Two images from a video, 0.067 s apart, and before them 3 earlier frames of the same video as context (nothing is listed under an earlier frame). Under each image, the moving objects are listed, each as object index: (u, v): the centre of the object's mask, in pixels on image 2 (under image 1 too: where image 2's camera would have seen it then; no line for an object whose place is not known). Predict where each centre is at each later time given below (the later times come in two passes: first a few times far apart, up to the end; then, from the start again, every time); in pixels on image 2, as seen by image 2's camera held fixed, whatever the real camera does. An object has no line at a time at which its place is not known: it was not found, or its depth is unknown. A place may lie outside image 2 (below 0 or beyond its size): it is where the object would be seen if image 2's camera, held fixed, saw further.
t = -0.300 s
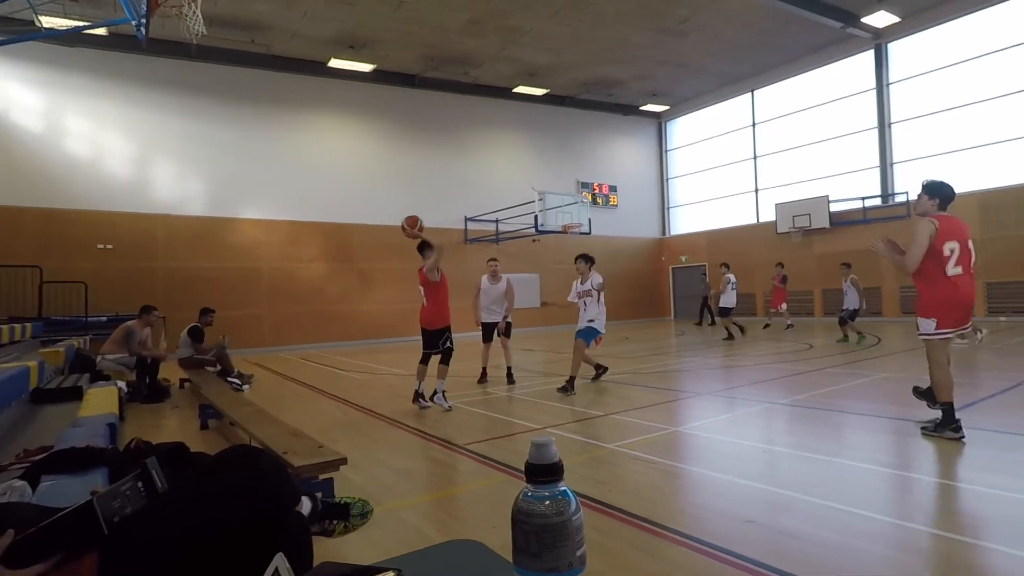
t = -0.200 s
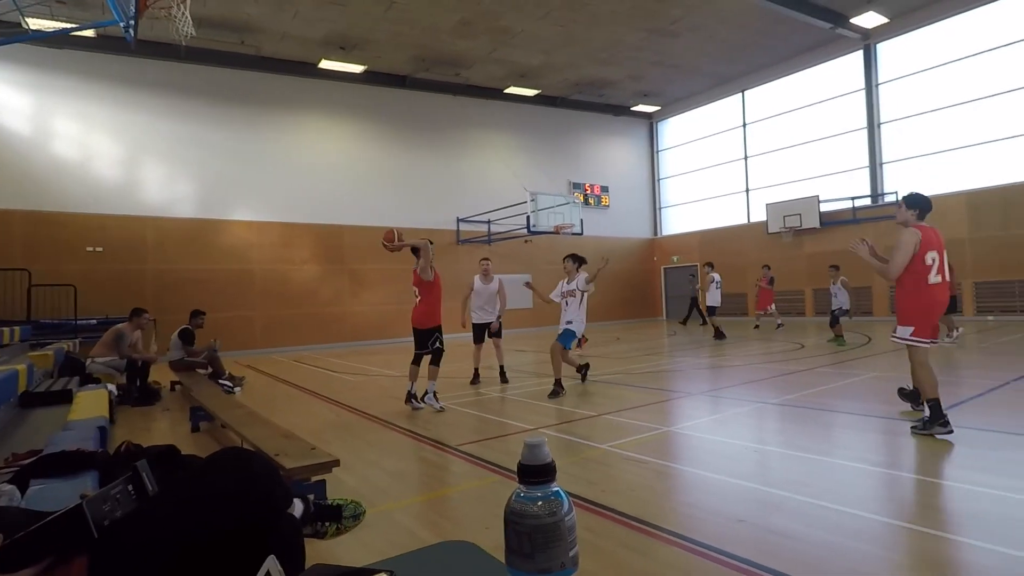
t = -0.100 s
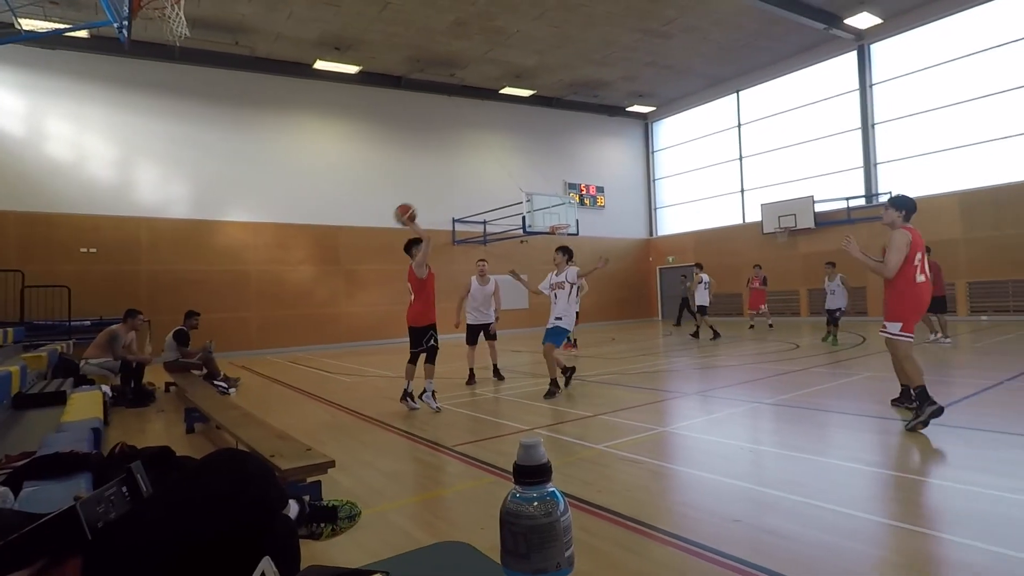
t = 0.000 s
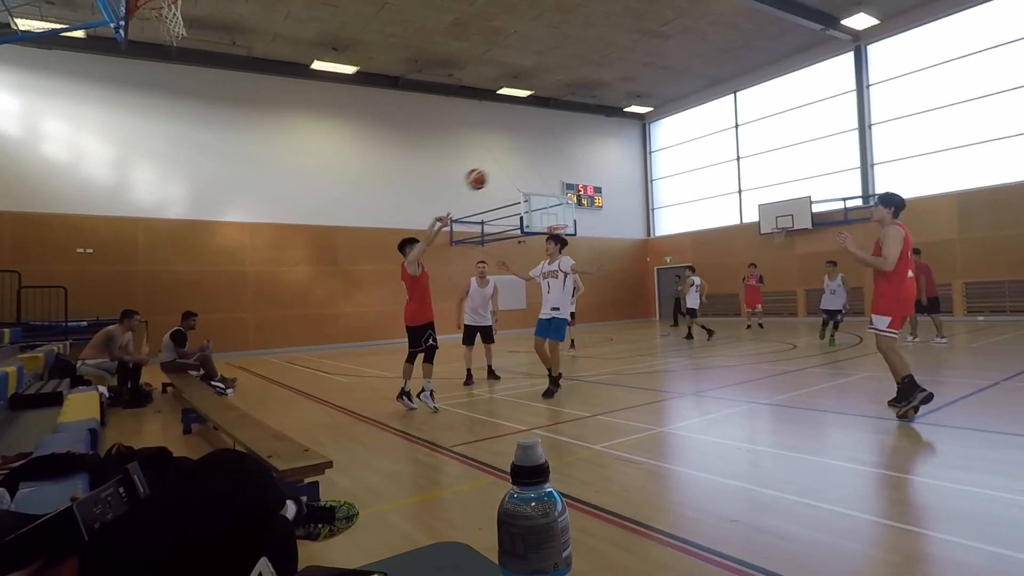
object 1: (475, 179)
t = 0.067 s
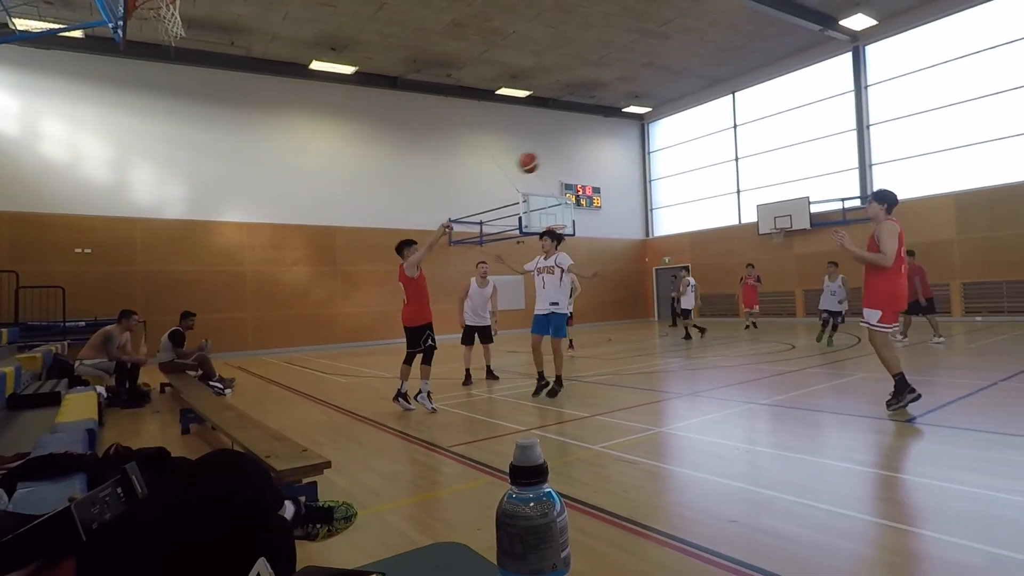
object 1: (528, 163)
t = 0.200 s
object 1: (630, 142)
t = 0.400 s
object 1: (776, 140)
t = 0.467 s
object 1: (823, 146)
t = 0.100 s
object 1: (554, 156)
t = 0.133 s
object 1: (580, 150)
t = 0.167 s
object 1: (606, 146)
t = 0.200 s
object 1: (630, 142)
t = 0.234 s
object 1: (655, 139)
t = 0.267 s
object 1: (680, 137)
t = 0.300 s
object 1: (704, 137)
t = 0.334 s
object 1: (728, 137)
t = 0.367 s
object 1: (753, 138)
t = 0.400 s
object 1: (776, 140)
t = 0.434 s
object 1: (799, 142)
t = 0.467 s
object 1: (823, 146)
